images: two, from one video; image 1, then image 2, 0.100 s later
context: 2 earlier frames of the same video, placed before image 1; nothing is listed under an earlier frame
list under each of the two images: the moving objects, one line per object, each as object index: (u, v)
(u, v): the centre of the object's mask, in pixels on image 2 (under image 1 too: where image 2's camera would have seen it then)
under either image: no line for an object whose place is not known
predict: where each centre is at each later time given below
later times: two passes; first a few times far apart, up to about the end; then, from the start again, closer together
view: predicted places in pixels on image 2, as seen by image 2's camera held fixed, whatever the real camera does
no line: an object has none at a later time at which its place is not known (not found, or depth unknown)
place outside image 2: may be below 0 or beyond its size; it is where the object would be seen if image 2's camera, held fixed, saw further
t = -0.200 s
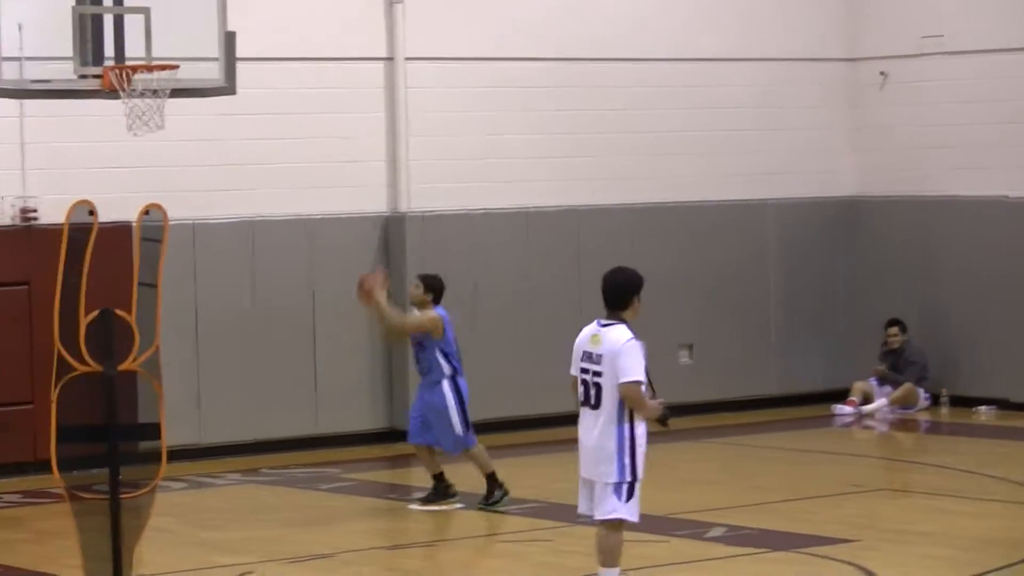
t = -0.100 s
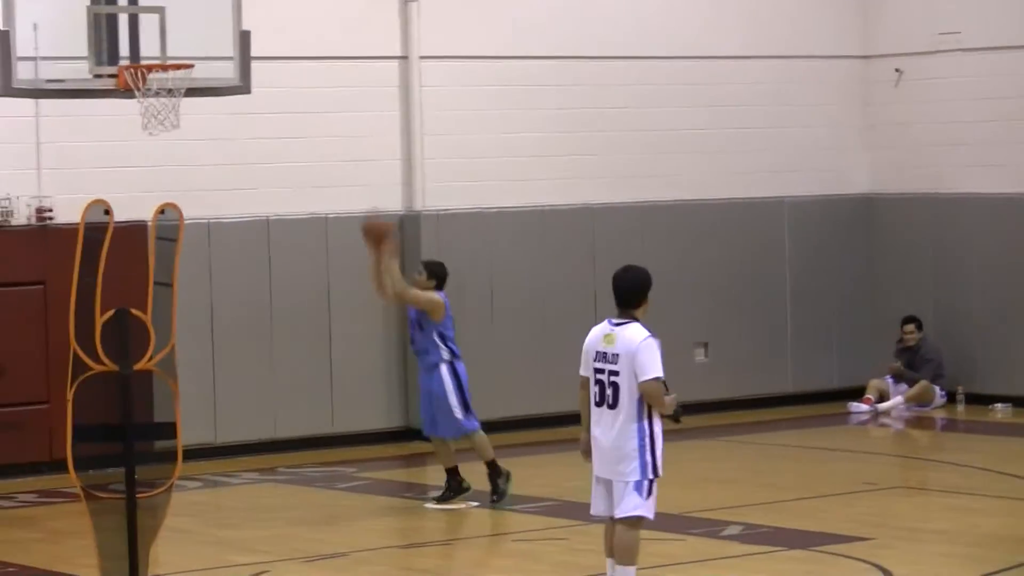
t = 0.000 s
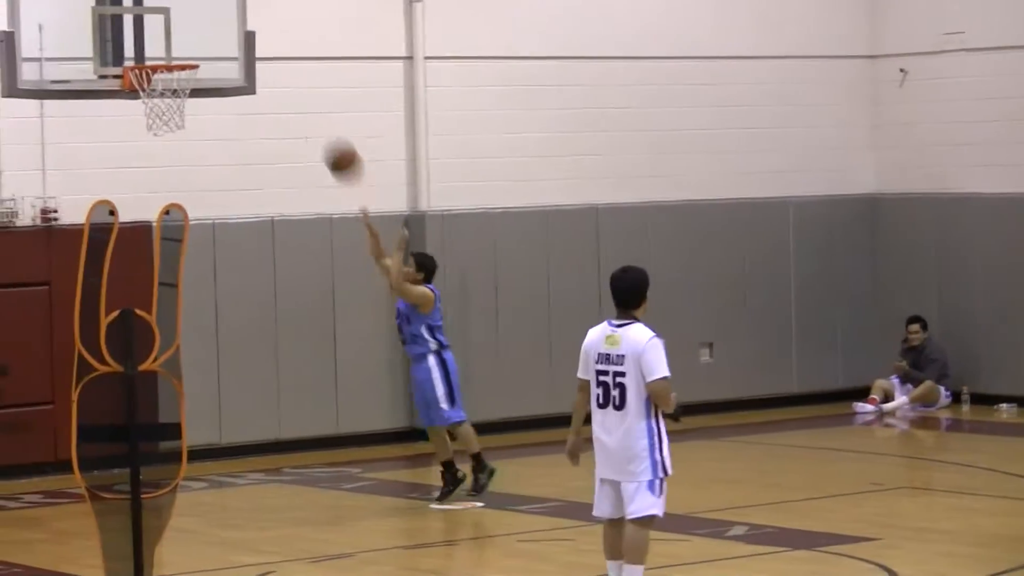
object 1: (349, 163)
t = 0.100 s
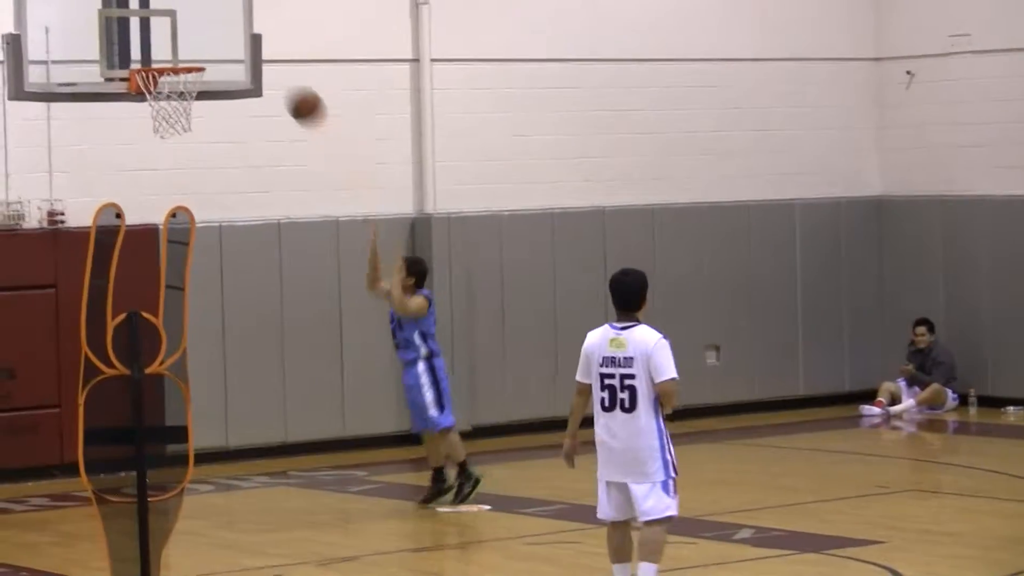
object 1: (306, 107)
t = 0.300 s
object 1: (219, 35)
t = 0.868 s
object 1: (203, 38)
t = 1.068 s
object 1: (258, 83)
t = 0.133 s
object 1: (292, 91)
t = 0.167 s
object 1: (279, 78)
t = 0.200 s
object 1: (263, 65)
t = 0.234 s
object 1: (248, 53)
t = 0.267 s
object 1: (233, 43)
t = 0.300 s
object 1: (219, 35)
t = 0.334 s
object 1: (205, 28)
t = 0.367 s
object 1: (192, 24)
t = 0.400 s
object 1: (176, 20)
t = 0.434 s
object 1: (162, 19)
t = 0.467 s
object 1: (158, 19)
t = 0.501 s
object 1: (156, 22)
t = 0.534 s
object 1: (155, 25)
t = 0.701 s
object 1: (156, 50)
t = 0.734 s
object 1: (167, 42)
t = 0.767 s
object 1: (176, 40)
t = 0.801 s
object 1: (184, 38)
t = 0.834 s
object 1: (194, 37)
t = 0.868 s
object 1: (203, 38)
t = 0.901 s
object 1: (212, 41)
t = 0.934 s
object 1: (220, 46)
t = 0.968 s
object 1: (229, 53)
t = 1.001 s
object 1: (238, 61)
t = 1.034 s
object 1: (248, 72)
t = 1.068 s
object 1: (258, 83)
